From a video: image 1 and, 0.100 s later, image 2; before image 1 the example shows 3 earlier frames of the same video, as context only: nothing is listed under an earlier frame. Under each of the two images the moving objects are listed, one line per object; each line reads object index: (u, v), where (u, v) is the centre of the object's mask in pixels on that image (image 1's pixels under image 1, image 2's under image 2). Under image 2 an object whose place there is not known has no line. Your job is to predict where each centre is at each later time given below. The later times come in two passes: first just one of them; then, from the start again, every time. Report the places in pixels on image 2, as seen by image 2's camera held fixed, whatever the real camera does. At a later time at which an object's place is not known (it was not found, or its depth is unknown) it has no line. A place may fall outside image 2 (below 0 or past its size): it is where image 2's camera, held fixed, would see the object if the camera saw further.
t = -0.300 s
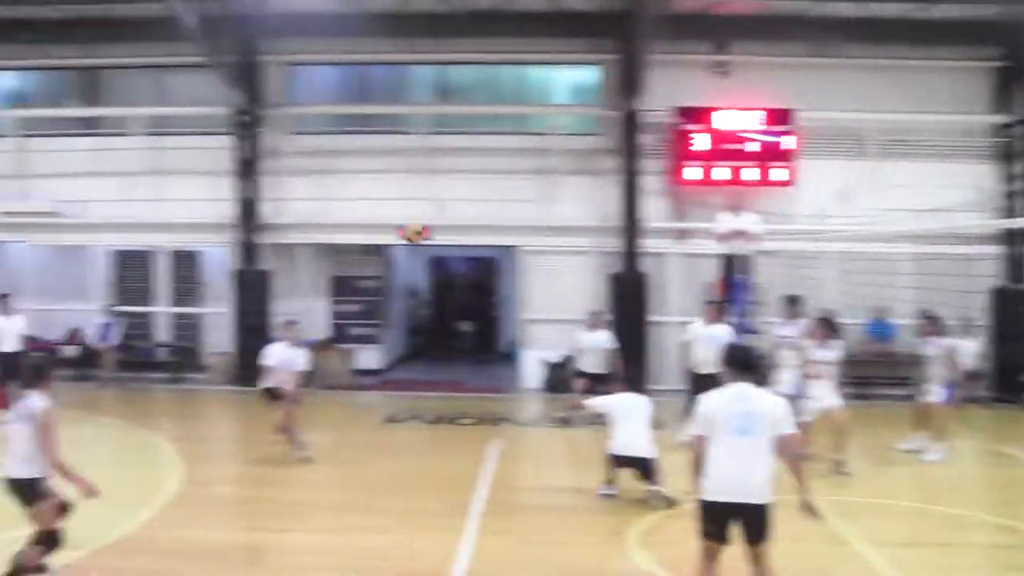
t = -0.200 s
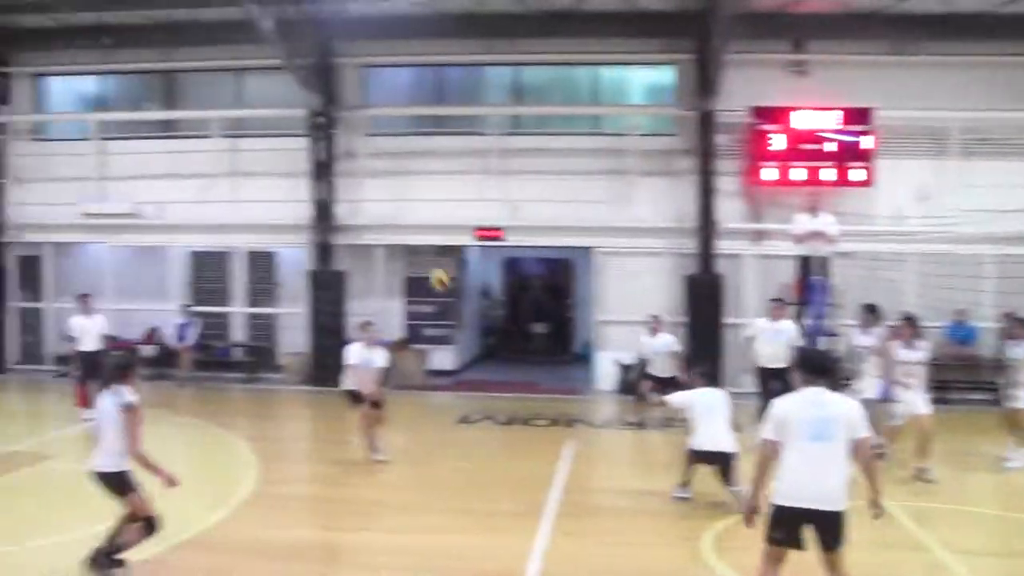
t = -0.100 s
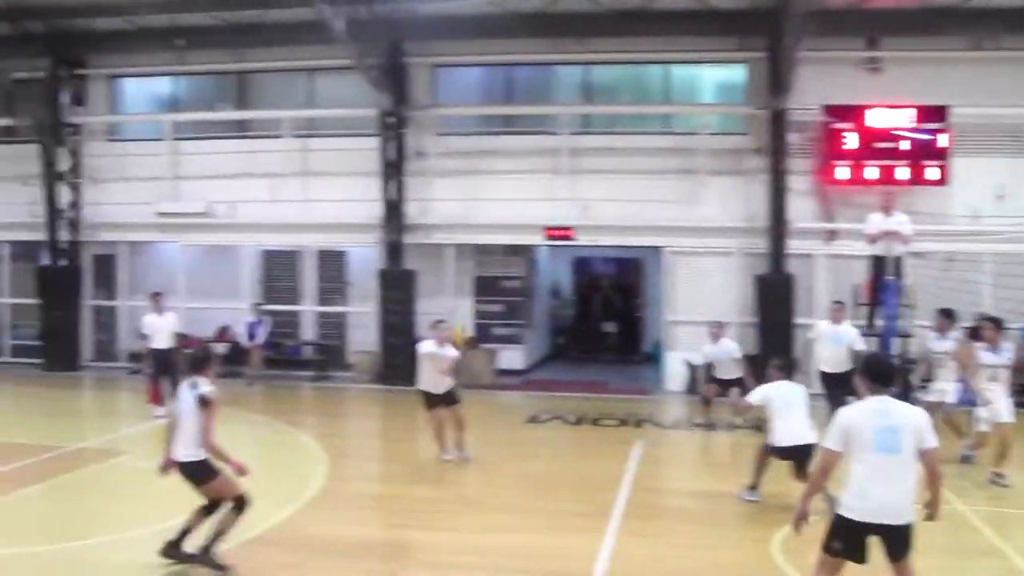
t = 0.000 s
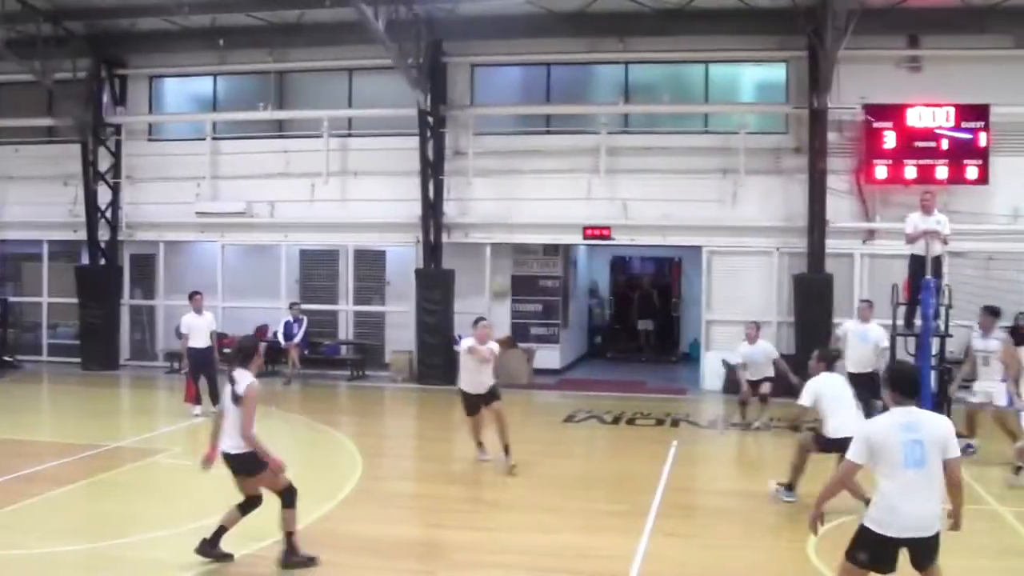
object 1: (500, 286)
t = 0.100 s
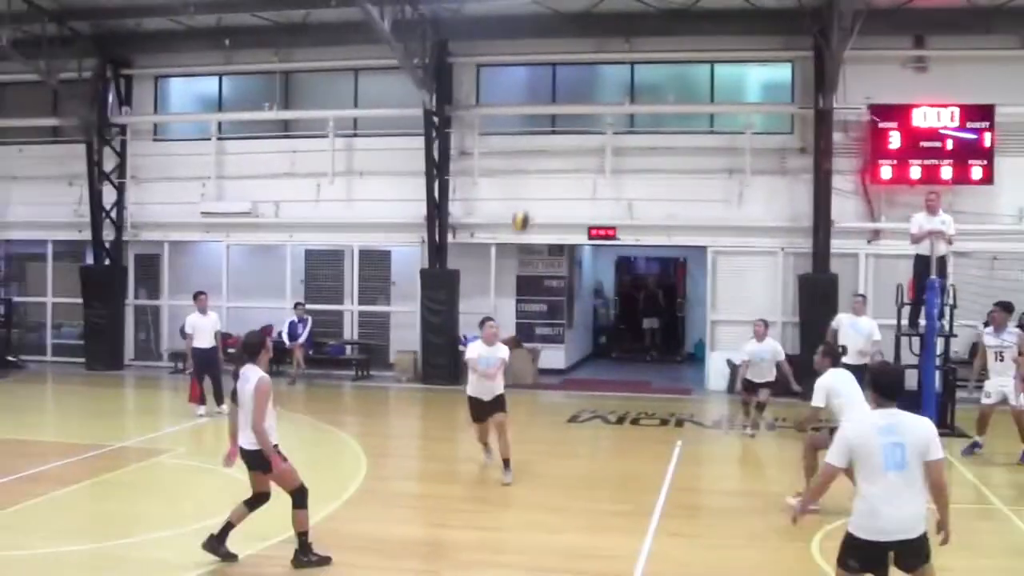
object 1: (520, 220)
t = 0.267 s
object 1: (551, 126)
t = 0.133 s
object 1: (527, 200)
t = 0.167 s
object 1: (533, 180)
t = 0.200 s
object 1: (540, 161)
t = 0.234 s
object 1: (547, 141)
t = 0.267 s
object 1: (551, 126)
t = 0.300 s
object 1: (557, 110)
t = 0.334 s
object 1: (563, 96)
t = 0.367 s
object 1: (568, 83)
